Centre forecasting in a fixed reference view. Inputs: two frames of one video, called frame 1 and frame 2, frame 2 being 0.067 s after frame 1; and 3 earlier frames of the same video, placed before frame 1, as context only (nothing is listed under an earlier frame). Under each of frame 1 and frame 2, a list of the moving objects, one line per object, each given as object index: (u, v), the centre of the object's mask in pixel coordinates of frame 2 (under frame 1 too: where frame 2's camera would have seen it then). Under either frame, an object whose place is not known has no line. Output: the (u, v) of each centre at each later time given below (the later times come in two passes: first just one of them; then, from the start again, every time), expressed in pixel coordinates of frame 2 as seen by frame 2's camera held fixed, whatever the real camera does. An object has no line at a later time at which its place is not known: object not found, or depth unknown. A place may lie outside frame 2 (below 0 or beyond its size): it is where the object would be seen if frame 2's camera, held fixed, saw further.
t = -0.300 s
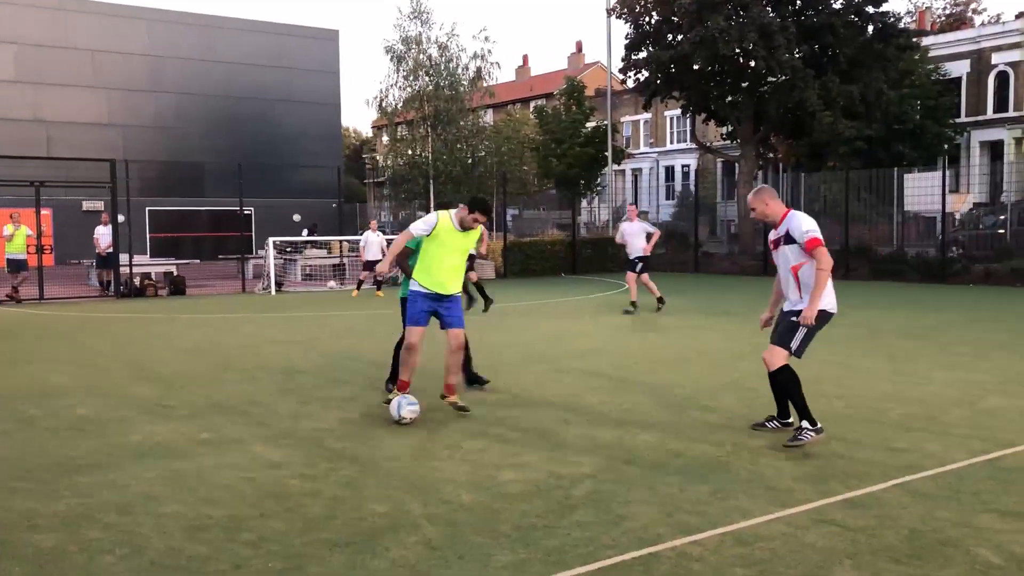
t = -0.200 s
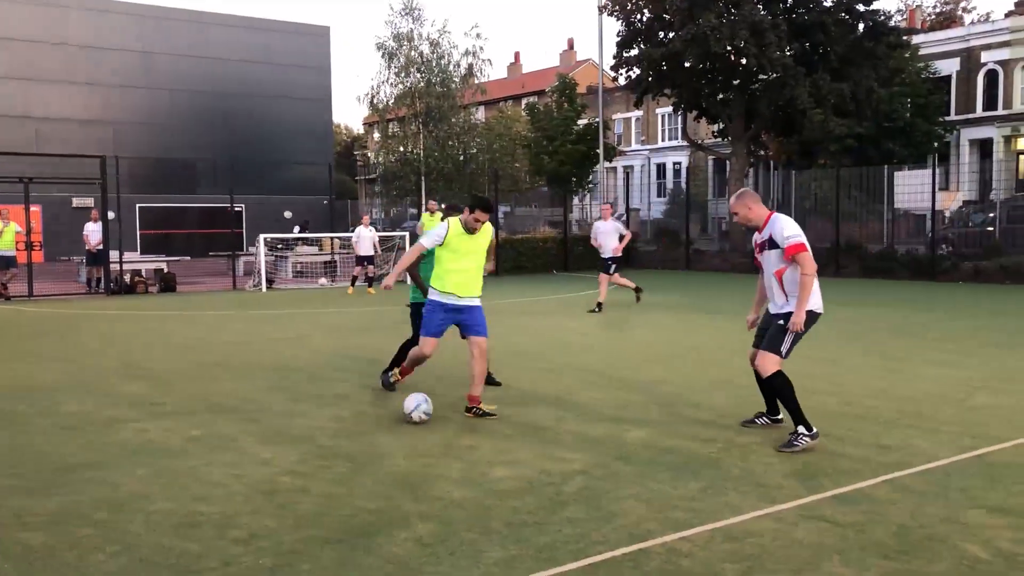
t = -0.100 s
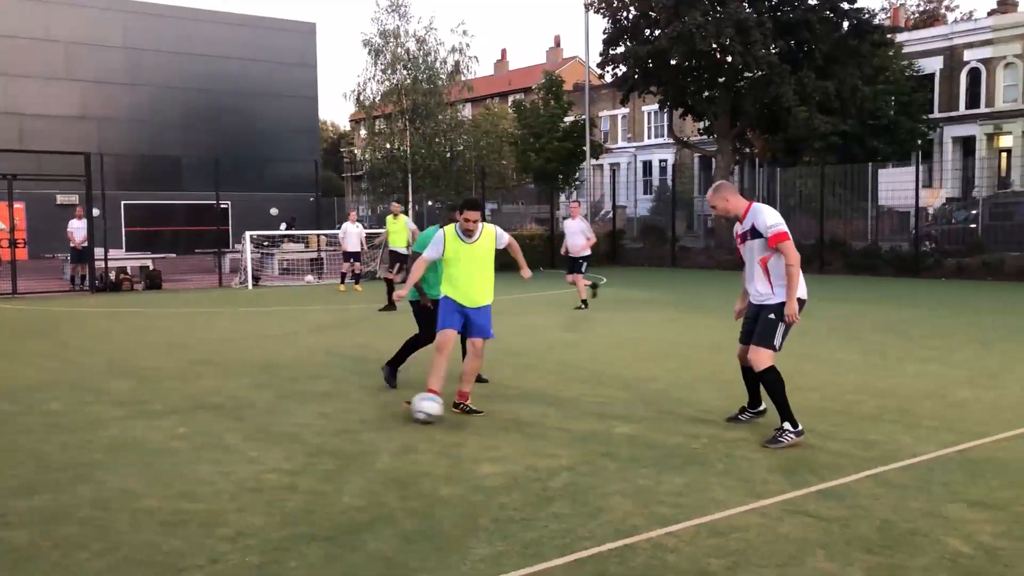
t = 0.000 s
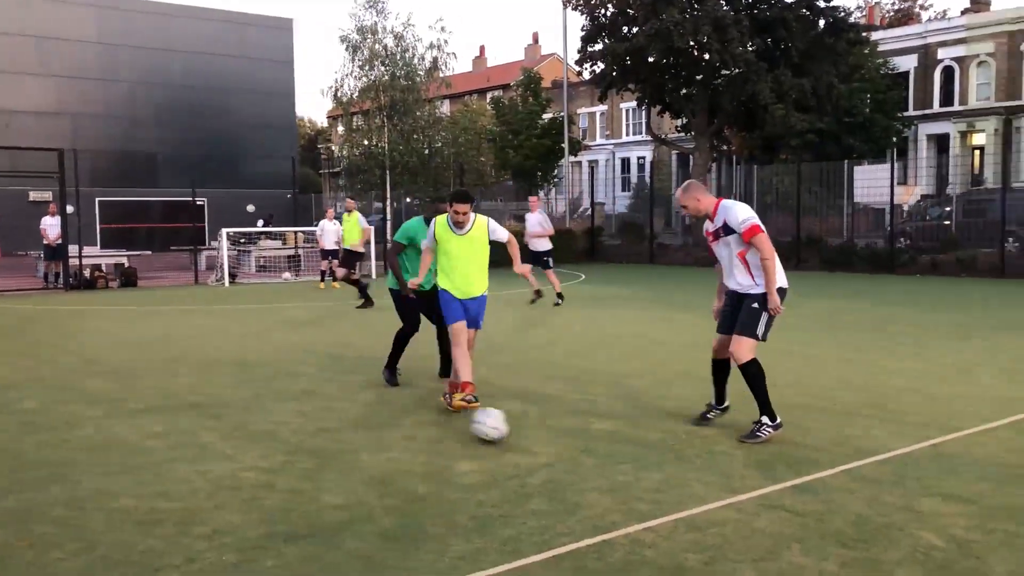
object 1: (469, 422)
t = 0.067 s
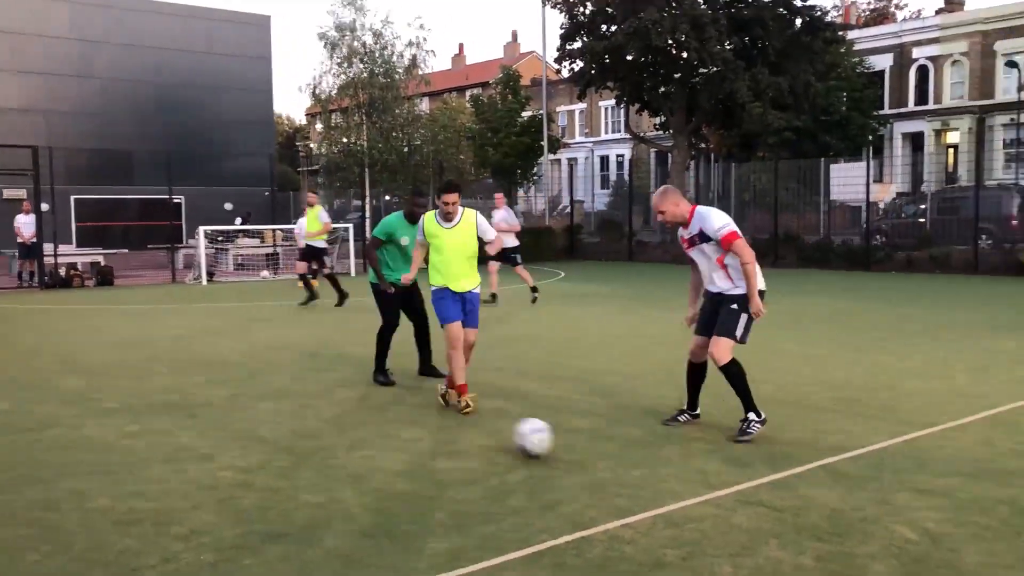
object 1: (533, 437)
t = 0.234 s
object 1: (734, 488)
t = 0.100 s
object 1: (569, 446)
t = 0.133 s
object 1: (608, 458)
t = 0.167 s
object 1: (647, 465)
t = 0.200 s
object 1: (689, 475)
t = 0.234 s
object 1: (734, 488)
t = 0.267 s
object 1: (783, 500)
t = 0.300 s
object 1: (833, 511)
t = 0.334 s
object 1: (889, 525)
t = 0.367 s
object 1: (947, 539)
